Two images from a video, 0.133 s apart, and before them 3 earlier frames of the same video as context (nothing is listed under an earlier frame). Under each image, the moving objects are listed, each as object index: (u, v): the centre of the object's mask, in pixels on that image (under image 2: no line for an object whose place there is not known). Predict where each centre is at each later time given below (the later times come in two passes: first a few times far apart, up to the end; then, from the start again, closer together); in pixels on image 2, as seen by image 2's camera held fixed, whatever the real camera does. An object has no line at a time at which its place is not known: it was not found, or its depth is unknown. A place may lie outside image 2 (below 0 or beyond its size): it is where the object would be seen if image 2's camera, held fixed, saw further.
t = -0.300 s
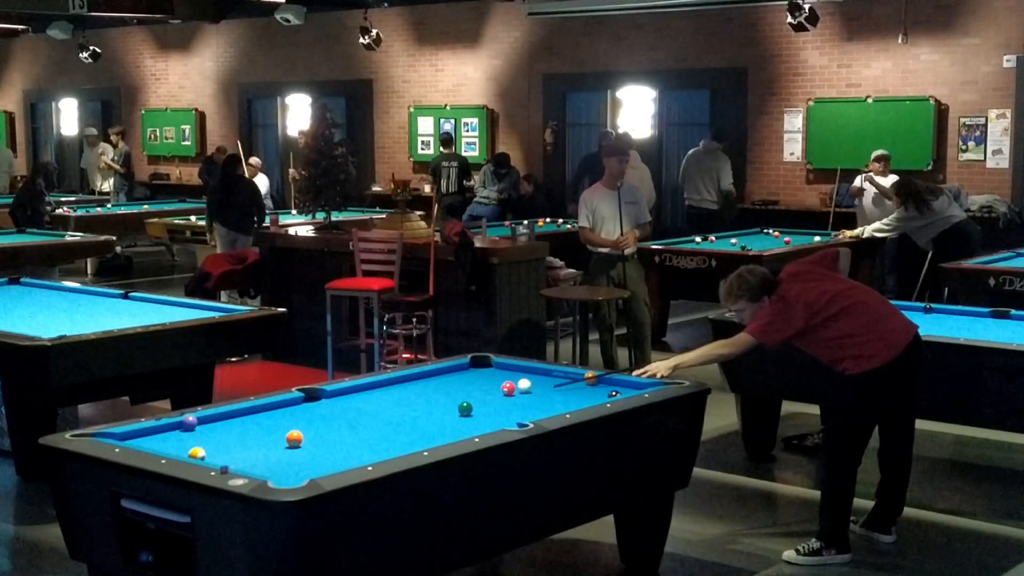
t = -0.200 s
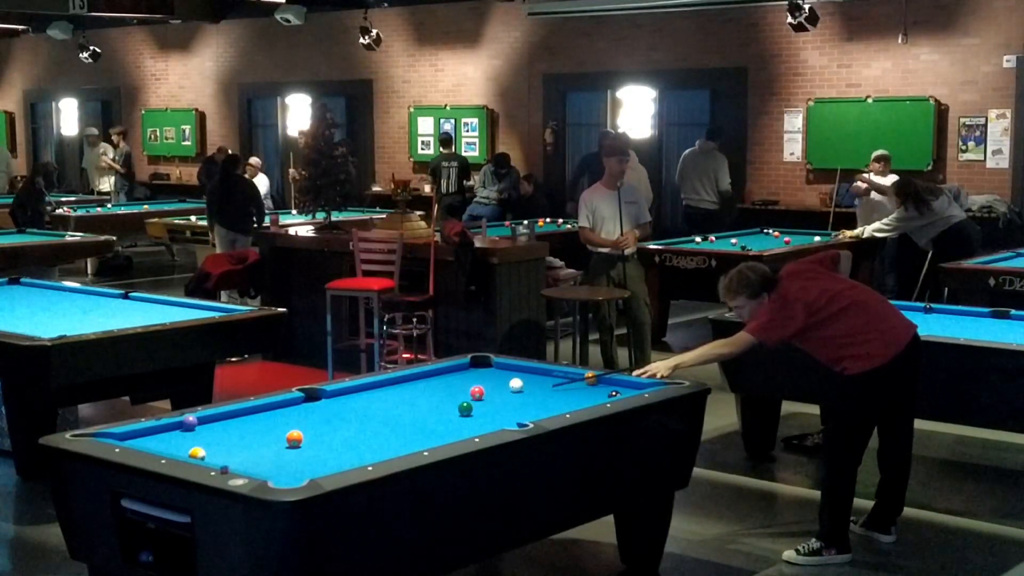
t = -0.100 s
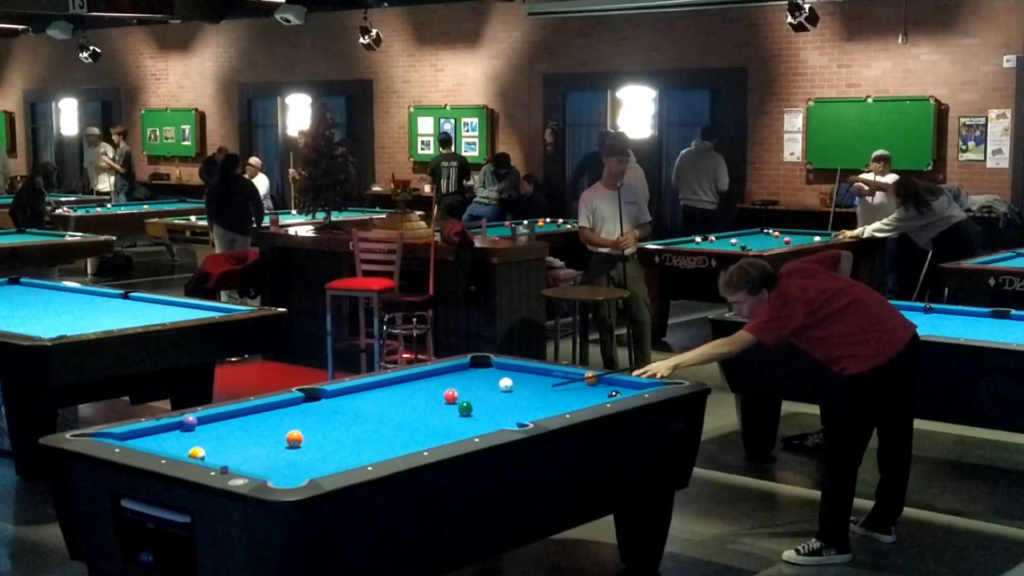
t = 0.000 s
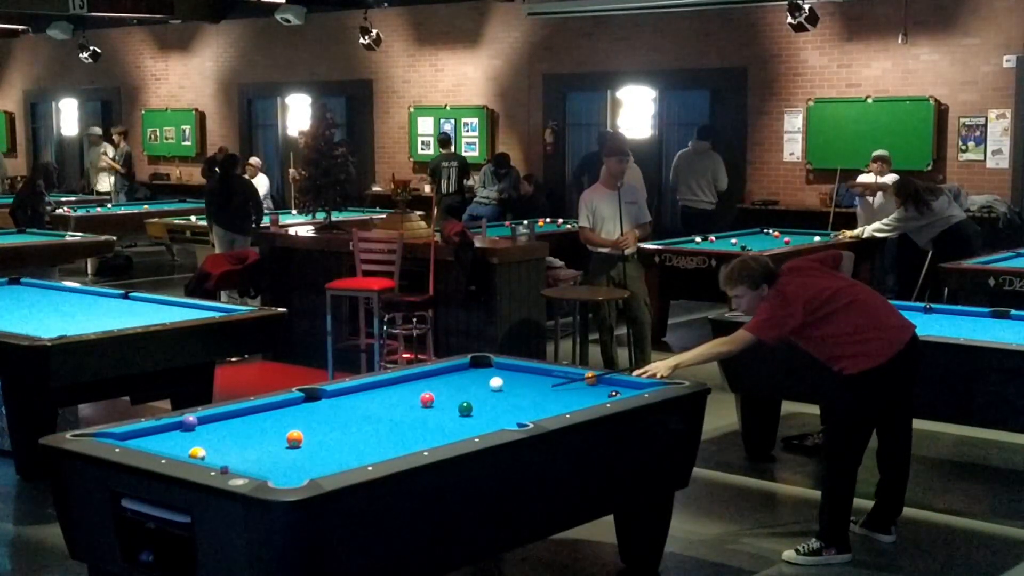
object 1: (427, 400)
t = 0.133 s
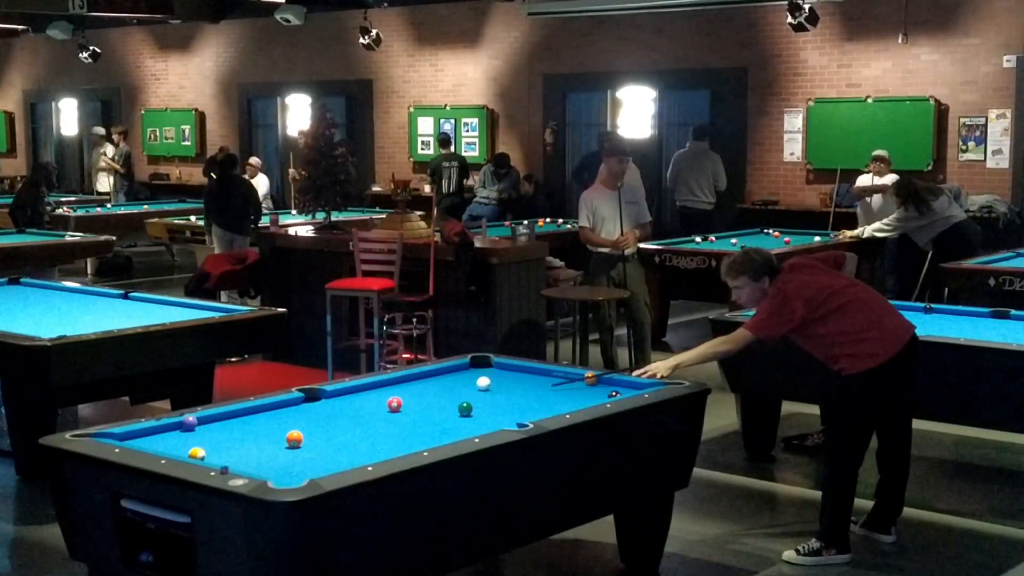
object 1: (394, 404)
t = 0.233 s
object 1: (370, 408)
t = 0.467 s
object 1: (311, 416)
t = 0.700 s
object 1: (250, 424)
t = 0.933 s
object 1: (188, 433)
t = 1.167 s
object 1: (125, 438)
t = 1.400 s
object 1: (137, 435)
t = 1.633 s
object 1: (160, 430)
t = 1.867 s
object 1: (183, 428)
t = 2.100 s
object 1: (203, 425)
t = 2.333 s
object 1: (223, 423)
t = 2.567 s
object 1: (241, 420)
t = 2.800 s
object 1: (257, 418)
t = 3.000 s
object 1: (270, 417)
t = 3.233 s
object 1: (284, 415)
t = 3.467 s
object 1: (296, 414)
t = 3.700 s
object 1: (306, 412)
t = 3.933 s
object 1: (315, 411)
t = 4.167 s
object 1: (323, 410)
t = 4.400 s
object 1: (331, 409)
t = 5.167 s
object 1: (342, 408)
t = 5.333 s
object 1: (342, 407)
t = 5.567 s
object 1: (343, 408)
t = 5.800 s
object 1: (343, 408)
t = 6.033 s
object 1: (343, 408)
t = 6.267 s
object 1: (343, 408)
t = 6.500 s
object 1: (343, 408)
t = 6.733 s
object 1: (343, 408)
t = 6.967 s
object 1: (343, 408)
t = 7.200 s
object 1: (343, 408)
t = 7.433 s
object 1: (343, 408)
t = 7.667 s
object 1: (342, 408)
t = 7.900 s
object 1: (342, 408)
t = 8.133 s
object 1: (342, 408)
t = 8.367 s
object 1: (342, 408)
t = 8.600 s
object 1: (342, 408)
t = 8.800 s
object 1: (342, 408)
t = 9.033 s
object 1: (342, 408)
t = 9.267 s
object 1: (343, 408)
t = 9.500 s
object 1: (342, 408)
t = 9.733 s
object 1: (342, 408)
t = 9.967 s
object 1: (342, 408)
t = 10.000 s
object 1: (342, 408)
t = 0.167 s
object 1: (386, 406)
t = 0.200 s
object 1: (378, 407)
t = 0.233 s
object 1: (370, 408)
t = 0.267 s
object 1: (362, 409)
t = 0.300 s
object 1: (353, 410)
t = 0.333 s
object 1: (345, 411)
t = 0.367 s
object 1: (337, 412)
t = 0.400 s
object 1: (328, 413)
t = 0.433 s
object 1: (320, 415)
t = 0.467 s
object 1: (311, 416)
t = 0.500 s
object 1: (302, 417)
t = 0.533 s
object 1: (294, 418)
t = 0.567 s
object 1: (285, 419)
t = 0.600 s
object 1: (277, 420)
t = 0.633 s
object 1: (268, 422)
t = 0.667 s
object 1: (259, 423)
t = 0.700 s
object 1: (250, 424)
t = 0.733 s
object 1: (242, 425)
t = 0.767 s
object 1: (233, 426)
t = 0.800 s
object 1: (224, 428)
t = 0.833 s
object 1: (215, 429)
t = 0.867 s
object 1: (206, 430)
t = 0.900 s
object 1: (197, 431)
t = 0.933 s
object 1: (188, 433)
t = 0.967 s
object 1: (179, 434)
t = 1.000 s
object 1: (170, 435)
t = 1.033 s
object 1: (161, 436)
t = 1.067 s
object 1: (151, 437)
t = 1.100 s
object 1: (142, 438)
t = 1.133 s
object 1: (133, 438)
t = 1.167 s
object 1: (125, 438)
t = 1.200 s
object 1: (121, 438)
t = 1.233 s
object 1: (124, 437)
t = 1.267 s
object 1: (126, 437)
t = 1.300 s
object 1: (129, 436)
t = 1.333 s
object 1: (132, 436)
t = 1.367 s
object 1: (134, 435)
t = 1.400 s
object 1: (137, 435)
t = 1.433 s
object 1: (140, 434)
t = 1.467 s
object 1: (142, 433)
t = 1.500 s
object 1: (146, 432)
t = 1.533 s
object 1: (149, 431)
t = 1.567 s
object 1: (152, 431)
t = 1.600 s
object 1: (156, 431)
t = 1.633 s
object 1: (160, 430)
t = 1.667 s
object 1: (163, 430)
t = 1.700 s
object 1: (166, 429)
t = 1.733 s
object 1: (170, 429)
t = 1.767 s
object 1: (173, 429)
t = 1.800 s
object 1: (176, 428)
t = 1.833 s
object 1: (179, 428)
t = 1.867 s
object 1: (183, 428)
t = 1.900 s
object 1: (186, 427)
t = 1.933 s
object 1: (189, 426)
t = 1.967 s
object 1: (191, 426)
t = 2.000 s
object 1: (194, 426)
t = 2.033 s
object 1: (198, 426)
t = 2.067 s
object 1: (200, 426)
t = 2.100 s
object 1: (203, 425)
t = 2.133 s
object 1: (207, 424)
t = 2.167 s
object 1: (209, 424)
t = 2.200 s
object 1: (212, 424)
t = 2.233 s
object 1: (215, 423)
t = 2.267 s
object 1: (218, 423)
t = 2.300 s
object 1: (221, 423)
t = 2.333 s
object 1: (223, 423)
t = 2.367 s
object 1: (226, 422)
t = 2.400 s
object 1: (228, 422)
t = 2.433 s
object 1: (231, 421)
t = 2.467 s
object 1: (234, 421)
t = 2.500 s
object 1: (236, 421)
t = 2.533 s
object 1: (239, 420)
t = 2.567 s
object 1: (241, 420)
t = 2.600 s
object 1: (244, 420)
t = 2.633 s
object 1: (246, 420)
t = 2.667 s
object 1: (249, 419)
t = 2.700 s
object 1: (251, 419)
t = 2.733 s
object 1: (253, 419)
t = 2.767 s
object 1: (255, 418)
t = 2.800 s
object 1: (257, 418)
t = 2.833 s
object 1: (260, 418)
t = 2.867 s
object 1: (262, 418)
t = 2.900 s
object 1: (264, 417)
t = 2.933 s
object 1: (266, 417)
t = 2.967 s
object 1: (268, 417)
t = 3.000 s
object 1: (270, 417)
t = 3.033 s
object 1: (272, 416)
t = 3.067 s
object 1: (274, 416)
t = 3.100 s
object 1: (276, 416)
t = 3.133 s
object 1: (278, 416)
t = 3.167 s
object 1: (280, 416)
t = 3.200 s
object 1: (282, 415)
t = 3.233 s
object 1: (284, 415)
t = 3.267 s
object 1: (286, 415)
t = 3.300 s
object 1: (287, 415)
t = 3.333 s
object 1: (289, 415)
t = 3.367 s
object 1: (291, 414)
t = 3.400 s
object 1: (292, 414)
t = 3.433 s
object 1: (294, 414)
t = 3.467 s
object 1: (296, 414)
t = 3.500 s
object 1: (297, 413)
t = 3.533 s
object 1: (299, 413)
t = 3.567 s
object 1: (300, 413)
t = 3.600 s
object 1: (302, 413)
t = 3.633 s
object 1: (304, 413)
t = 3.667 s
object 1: (305, 412)
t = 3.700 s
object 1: (306, 412)
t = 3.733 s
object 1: (307, 412)
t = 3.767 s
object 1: (309, 412)
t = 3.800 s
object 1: (311, 412)
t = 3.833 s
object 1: (312, 411)
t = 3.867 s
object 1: (313, 411)
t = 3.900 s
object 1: (314, 411)
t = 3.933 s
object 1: (315, 411)
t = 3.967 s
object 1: (316, 411)
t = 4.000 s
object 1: (317, 410)
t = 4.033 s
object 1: (314, 411)
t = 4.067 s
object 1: (321, 410)
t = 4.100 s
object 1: (321, 410)
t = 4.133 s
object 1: (322, 410)
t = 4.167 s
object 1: (323, 410)
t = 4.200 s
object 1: (324, 410)
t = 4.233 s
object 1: (325, 410)
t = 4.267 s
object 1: (326, 410)
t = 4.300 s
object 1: (327, 410)
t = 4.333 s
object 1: (328, 410)
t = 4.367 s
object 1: (329, 410)
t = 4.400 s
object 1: (331, 409)
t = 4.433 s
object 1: (335, 409)
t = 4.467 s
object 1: (328, 409)
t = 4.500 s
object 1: (332, 409)
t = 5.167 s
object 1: (342, 408)
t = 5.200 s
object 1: (342, 408)
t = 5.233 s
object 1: (342, 408)
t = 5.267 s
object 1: (342, 407)
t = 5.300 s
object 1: (342, 407)
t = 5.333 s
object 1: (342, 407)
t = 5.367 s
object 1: (343, 408)
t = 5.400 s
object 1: (342, 408)
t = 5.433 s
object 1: (343, 408)
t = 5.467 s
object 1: (343, 408)
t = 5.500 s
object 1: (343, 407)
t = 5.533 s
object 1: (343, 408)
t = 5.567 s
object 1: (343, 408)
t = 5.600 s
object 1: (343, 408)
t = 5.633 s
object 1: (343, 408)
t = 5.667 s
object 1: (343, 408)
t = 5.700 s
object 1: (343, 408)
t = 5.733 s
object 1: (343, 408)
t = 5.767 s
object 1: (343, 408)
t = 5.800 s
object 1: (343, 408)
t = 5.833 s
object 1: (343, 408)
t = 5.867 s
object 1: (343, 408)
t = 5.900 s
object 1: (343, 408)
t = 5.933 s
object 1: (343, 408)
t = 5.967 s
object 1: (343, 408)
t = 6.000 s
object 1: (343, 408)
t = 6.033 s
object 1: (343, 408)
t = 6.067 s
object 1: (343, 408)
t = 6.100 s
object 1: (343, 408)
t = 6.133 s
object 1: (343, 408)
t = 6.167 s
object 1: (343, 408)
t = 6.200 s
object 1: (343, 408)
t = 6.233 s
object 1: (343, 408)
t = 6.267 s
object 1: (343, 408)
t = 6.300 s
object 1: (343, 408)
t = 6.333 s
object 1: (343, 408)
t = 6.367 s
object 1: (343, 408)
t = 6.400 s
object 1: (343, 408)
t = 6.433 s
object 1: (343, 408)
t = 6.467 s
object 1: (343, 408)
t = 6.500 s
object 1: (343, 408)
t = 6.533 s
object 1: (343, 408)
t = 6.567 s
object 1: (343, 408)
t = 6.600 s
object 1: (343, 408)
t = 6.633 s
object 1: (343, 408)
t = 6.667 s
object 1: (343, 408)
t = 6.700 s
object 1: (343, 407)
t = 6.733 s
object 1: (343, 408)
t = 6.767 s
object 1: (343, 408)
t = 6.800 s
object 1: (343, 408)
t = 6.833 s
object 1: (343, 408)
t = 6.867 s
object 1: (343, 408)
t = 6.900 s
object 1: (343, 408)
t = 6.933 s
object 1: (343, 408)
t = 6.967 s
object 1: (343, 408)
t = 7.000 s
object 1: (343, 408)
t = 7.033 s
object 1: (343, 408)
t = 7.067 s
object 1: (343, 408)
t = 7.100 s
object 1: (343, 408)
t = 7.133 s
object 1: (343, 408)
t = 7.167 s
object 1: (343, 408)
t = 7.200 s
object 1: (343, 408)
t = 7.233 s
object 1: (343, 408)
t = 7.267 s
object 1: (343, 408)
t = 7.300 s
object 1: (343, 408)
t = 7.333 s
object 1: (343, 408)
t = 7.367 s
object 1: (343, 408)
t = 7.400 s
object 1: (343, 408)
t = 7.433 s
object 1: (343, 408)
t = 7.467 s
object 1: (342, 408)
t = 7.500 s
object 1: (343, 408)
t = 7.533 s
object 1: (343, 408)
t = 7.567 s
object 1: (343, 408)
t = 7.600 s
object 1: (343, 408)
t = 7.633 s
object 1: (342, 408)
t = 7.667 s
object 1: (342, 408)
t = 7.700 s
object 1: (342, 408)
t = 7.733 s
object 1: (342, 408)
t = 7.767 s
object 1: (342, 408)
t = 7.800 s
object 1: (342, 408)
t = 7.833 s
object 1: (342, 408)
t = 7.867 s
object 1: (342, 408)
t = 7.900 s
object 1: (342, 408)
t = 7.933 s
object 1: (342, 408)
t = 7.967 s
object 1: (342, 408)
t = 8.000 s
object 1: (342, 408)
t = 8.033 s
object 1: (342, 408)
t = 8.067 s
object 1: (342, 408)
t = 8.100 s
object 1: (342, 408)
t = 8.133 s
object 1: (342, 408)
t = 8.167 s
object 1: (342, 408)
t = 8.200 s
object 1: (342, 408)
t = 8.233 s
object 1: (342, 408)
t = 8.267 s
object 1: (342, 408)
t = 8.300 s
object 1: (342, 408)
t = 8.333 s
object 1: (342, 408)
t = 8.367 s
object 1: (342, 408)
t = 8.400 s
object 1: (342, 408)
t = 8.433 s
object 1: (342, 408)
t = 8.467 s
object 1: (342, 408)
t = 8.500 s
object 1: (342, 408)
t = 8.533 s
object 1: (342, 408)
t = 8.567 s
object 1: (342, 408)
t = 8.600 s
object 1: (342, 408)
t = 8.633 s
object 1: (342, 408)
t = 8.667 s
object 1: (342, 408)
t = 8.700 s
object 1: (342, 408)
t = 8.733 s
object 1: (342, 408)
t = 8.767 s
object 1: (342, 408)
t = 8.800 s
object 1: (342, 408)
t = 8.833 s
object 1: (342, 408)
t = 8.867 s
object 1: (342, 408)
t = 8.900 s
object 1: (342, 408)
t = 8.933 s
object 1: (342, 408)
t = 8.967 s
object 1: (342, 408)
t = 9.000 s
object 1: (342, 408)
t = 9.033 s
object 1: (342, 408)
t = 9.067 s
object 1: (342, 408)
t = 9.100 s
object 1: (342, 408)
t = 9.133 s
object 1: (342, 408)
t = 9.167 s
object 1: (342, 408)
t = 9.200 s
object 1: (342, 408)
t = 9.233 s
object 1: (343, 408)
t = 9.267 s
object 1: (343, 408)
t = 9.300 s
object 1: (342, 408)
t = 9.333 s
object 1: (342, 408)
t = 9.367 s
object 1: (342, 408)
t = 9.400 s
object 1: (342, 408)
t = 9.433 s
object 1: (343, 408)
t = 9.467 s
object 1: (342, 408)
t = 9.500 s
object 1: (342, 408)
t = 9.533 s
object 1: (342, 408)
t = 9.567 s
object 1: (342, 408)
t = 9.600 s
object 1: (342, 408)
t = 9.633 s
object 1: (342, 408)
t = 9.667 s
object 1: (342, 408)
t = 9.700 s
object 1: (342, 408)
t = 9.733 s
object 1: (342, 408)
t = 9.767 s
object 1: (342, 408)
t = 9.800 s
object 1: (342, 408)
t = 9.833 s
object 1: (342, 408)
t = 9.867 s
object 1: (342, 408)
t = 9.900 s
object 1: (342, 408)
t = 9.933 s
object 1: (342, 408)
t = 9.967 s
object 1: (342, 408)
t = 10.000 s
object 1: (342, 408)
